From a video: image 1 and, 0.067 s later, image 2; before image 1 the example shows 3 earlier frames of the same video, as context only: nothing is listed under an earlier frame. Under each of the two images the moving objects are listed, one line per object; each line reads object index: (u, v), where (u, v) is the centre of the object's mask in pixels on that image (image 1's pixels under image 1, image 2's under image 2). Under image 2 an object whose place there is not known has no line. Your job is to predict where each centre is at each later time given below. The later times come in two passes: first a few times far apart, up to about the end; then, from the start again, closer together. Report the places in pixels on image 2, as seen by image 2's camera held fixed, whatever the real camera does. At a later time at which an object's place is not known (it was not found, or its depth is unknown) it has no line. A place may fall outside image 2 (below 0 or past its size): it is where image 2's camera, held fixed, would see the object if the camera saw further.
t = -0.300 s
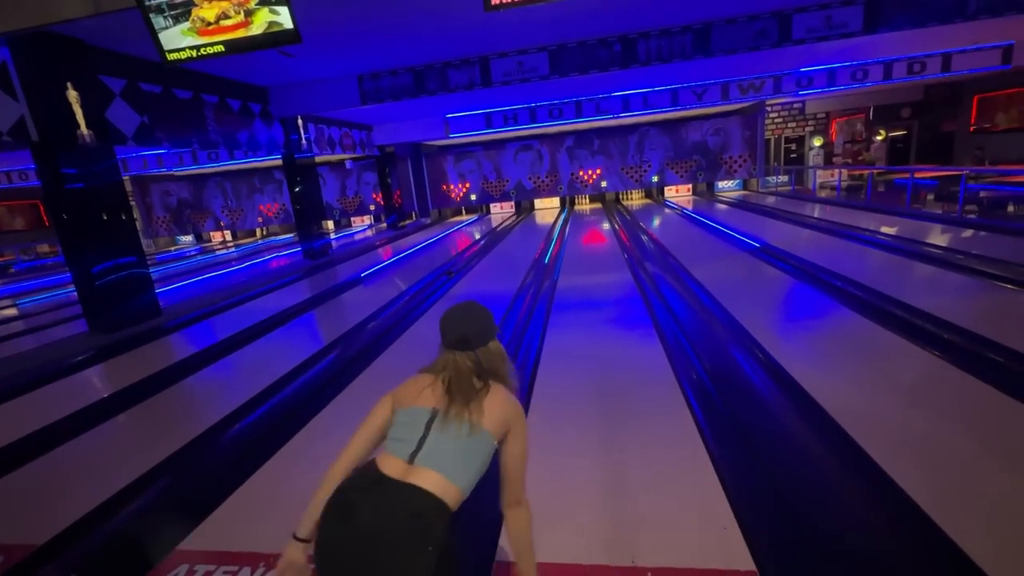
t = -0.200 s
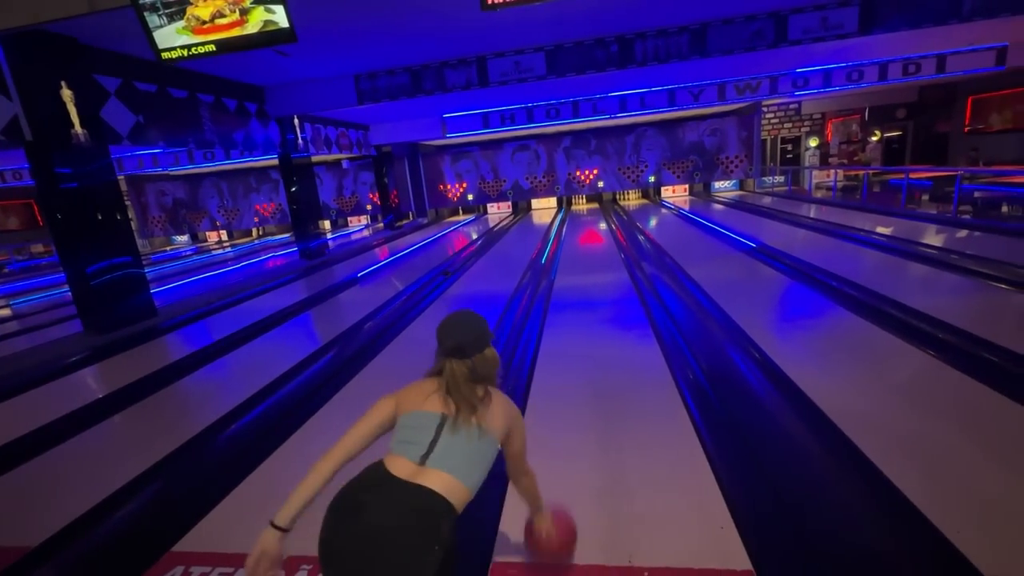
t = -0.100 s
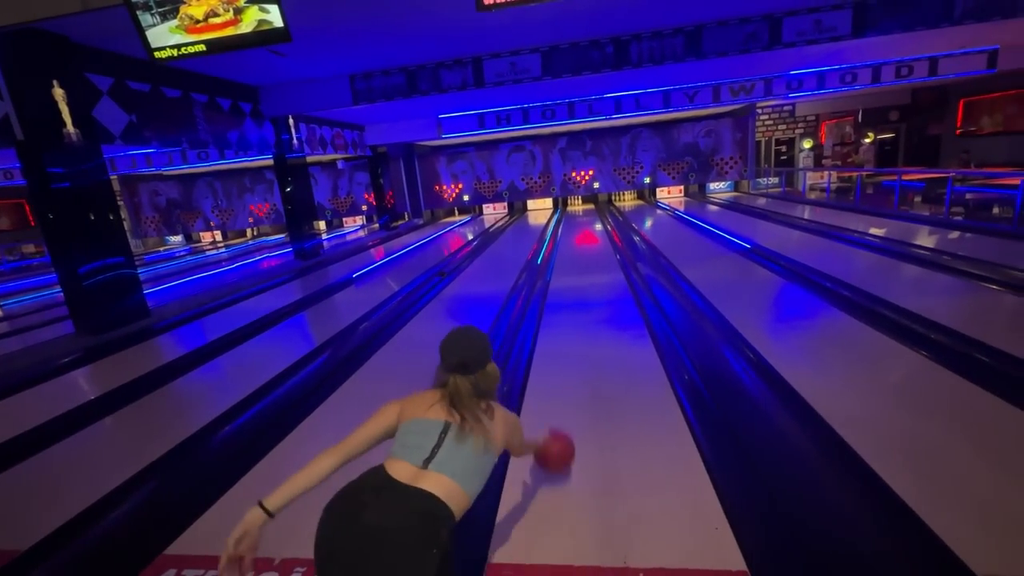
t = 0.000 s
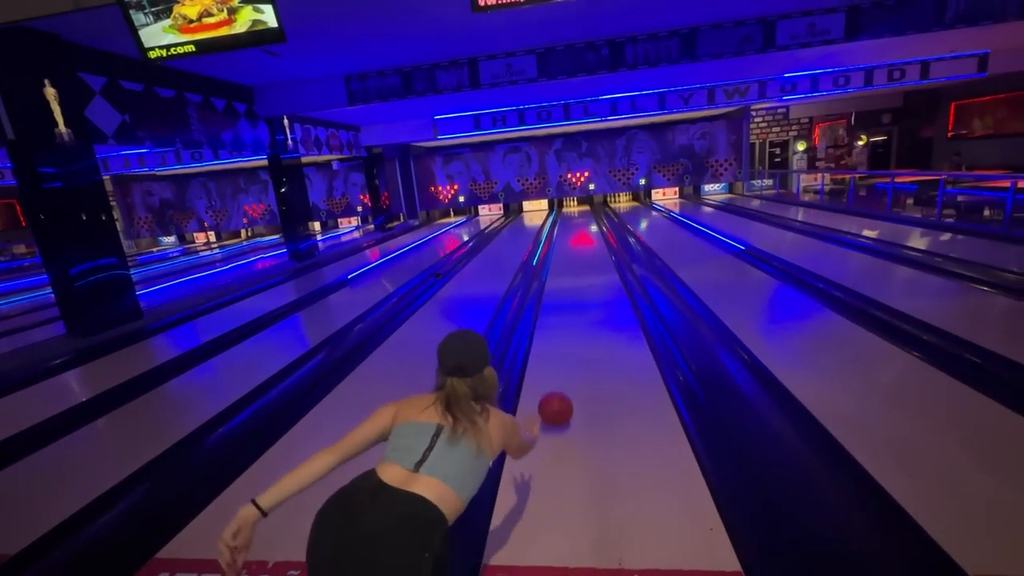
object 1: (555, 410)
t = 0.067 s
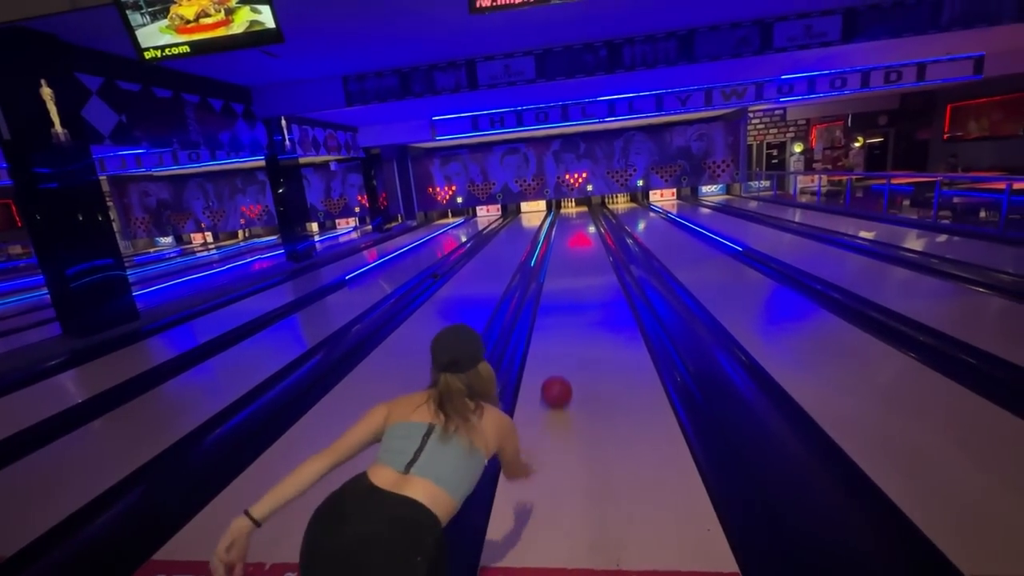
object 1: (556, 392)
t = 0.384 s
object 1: (564, 319)
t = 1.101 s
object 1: (571, 261)
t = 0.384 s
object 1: (564, 319)
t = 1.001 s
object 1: (572, 264)
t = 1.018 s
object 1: (572, 263)
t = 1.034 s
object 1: (571, 263)
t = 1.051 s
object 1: (571, 262)
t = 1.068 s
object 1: (571, 262)
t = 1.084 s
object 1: (571, 261)
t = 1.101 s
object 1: (571, 261)
